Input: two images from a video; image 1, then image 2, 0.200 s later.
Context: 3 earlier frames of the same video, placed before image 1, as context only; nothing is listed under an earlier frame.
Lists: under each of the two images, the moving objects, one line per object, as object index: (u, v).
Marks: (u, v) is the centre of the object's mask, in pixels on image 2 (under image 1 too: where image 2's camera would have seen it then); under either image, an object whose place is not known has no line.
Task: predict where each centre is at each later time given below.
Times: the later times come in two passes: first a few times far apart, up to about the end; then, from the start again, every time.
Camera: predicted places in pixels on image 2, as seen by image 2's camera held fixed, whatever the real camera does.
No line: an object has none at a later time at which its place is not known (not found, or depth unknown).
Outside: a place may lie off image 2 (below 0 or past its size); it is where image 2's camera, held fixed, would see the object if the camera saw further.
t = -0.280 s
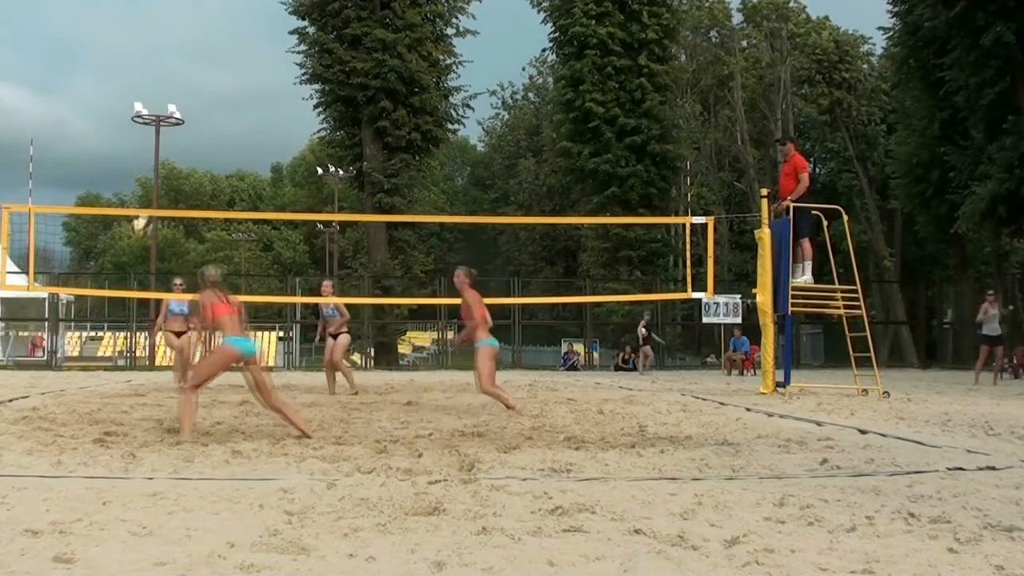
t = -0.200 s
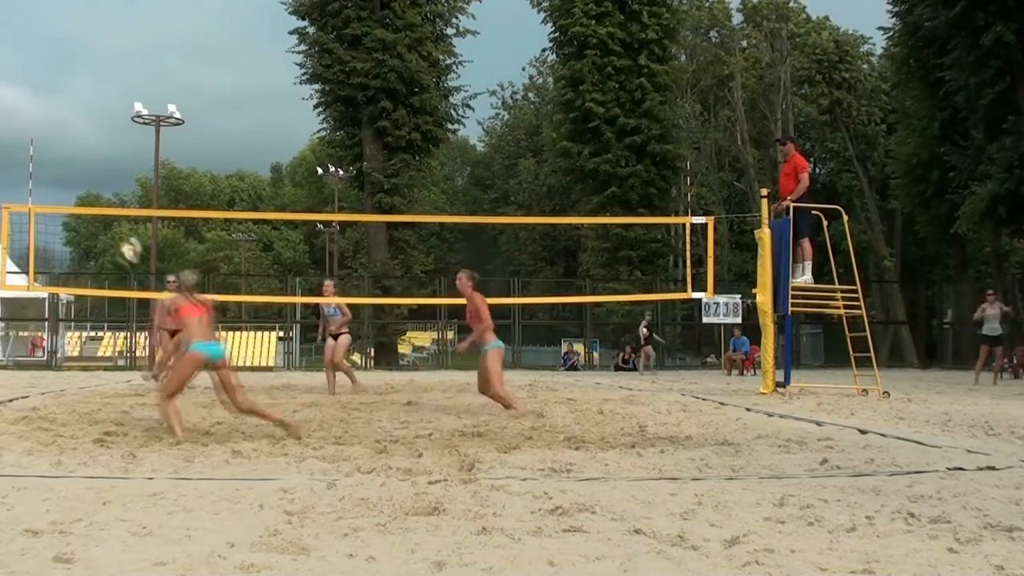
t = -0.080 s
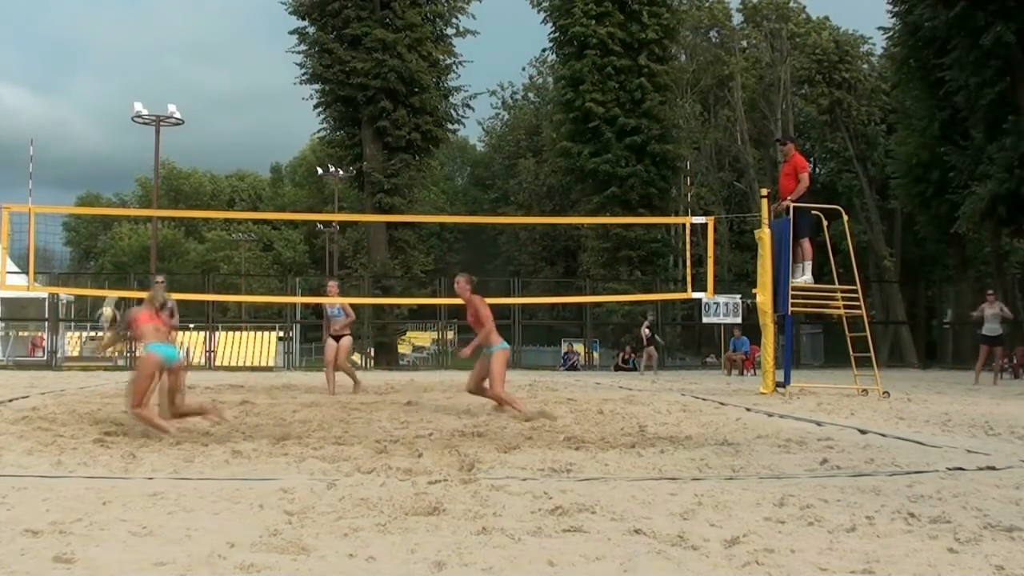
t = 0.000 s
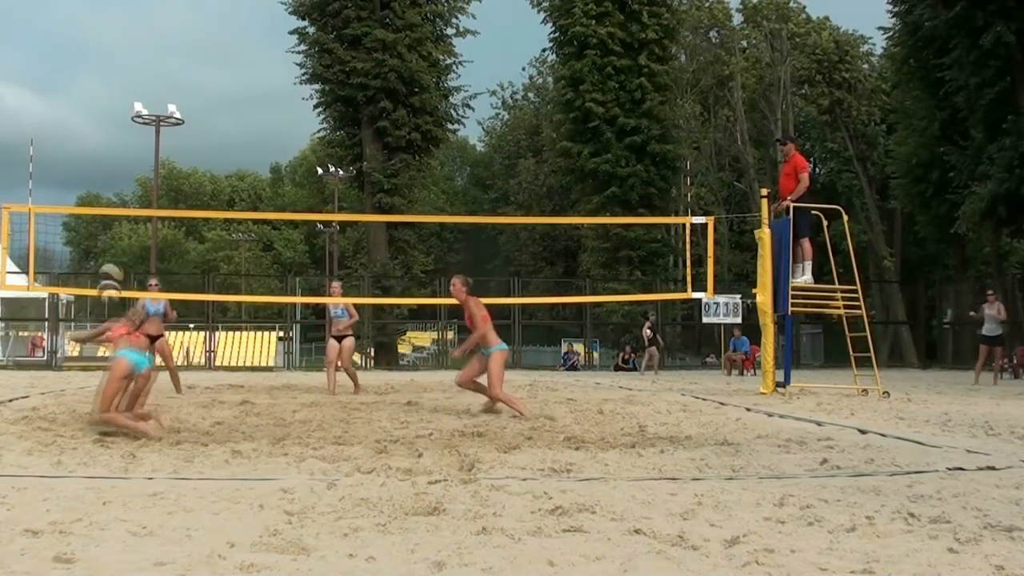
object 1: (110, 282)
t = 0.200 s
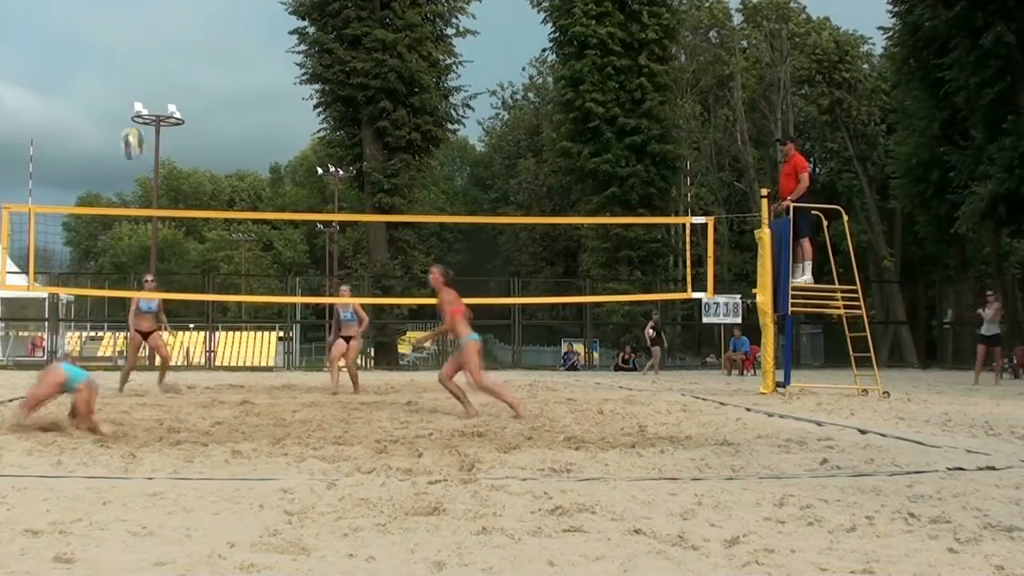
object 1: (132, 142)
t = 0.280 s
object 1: (139, 102)
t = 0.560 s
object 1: (164, 23)
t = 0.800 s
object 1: (182, 19)
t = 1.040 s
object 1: (195, 67)
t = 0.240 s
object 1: (134, 124)
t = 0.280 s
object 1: (139, 102)
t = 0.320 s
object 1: (144, 86)
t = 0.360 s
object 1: (147, 70)
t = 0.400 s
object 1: (151, 58)
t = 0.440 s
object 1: (154, 46)
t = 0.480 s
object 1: (158, 37)
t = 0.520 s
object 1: (162, 29)
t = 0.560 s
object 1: (164, 23)
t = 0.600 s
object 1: (168, 18)
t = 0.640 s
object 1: (170, 15)
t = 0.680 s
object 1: (174, 15)
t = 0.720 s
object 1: (176, 14)
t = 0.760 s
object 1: (179, 16)
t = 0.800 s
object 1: (182, 19)
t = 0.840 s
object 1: (184, 24)
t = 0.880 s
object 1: (187, 30)
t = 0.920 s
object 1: (189, 37)
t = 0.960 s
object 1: (192, 46)
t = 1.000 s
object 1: (194, 55)
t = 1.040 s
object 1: (195, 67)
